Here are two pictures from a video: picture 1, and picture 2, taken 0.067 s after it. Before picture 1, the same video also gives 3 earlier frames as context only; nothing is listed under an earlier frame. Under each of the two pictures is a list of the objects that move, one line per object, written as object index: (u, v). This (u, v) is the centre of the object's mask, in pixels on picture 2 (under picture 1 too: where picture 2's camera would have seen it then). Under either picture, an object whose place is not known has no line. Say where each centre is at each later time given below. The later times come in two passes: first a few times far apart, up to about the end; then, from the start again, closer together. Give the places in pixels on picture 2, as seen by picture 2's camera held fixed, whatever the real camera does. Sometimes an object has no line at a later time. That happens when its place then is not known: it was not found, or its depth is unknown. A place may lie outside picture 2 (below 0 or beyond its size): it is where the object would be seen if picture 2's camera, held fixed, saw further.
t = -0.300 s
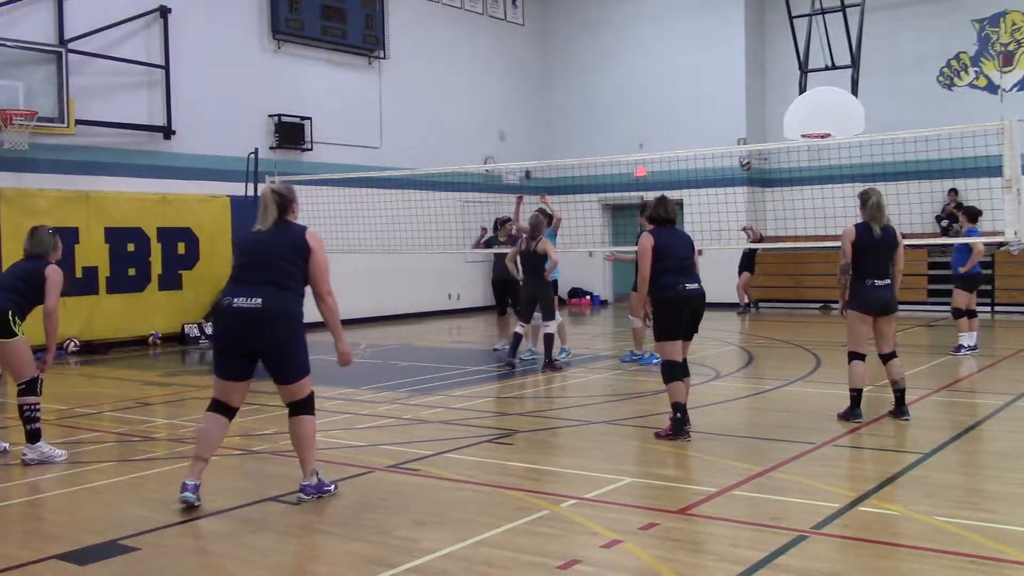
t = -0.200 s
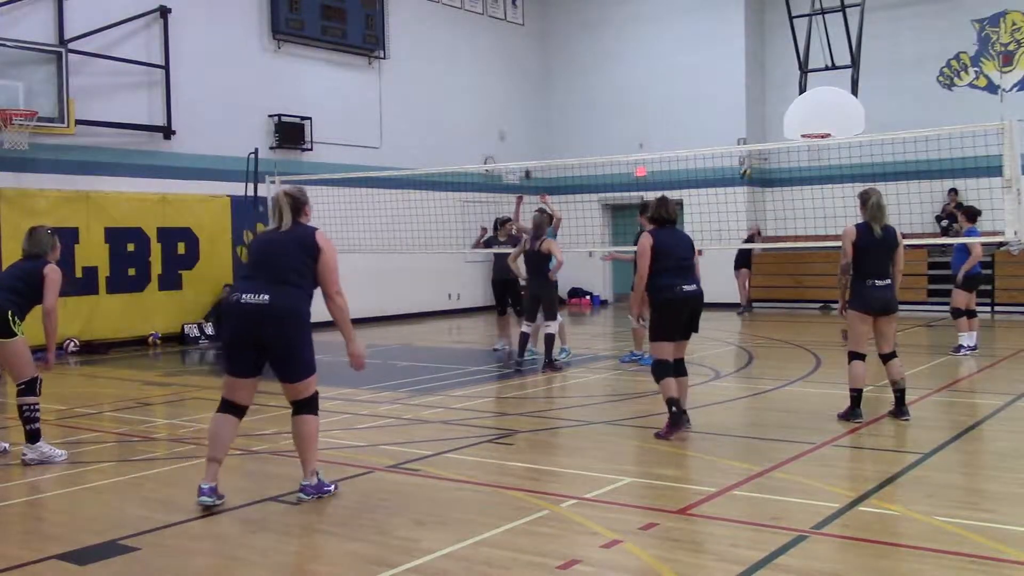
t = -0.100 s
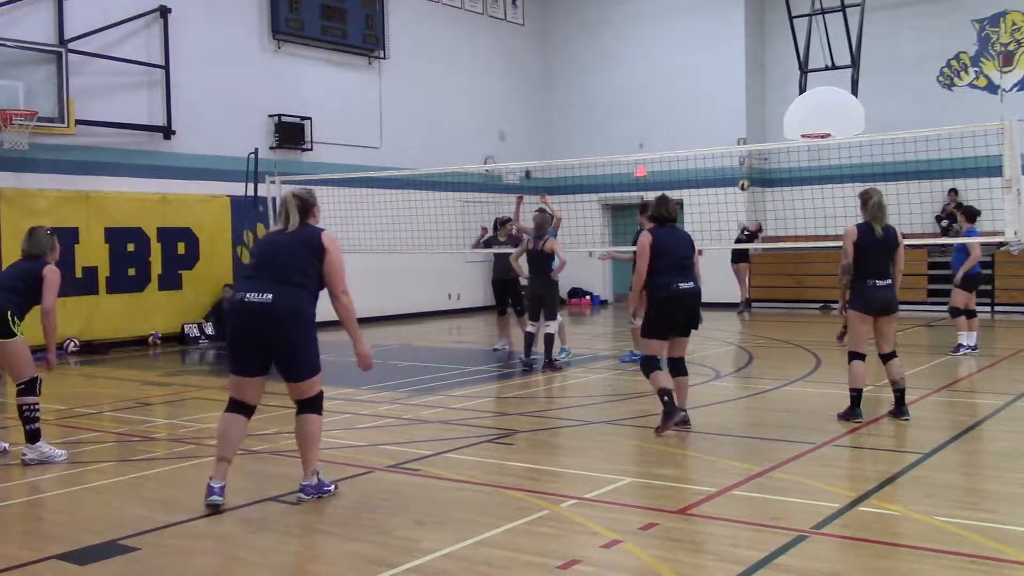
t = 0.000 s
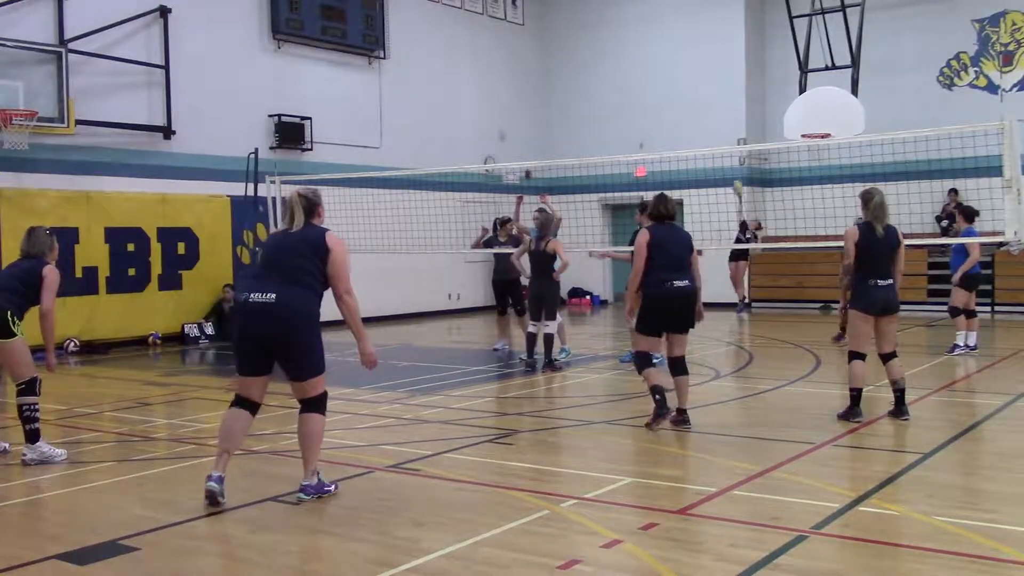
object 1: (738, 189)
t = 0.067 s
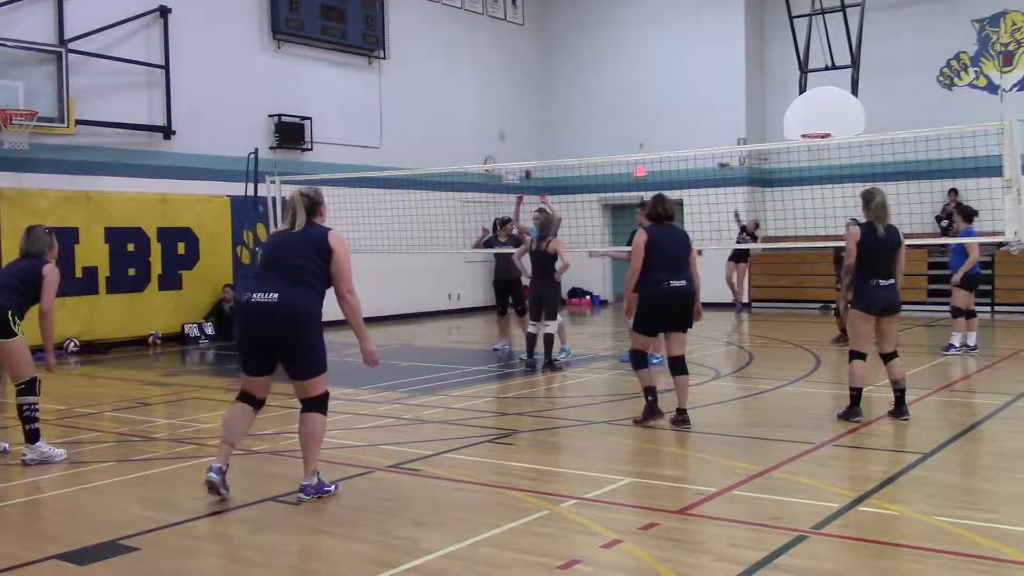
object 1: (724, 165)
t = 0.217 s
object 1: (692, 117)
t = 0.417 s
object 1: (639, 64)
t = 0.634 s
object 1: (561, 32)
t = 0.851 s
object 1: (459, 39)
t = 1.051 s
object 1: (330, 104)
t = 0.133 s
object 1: (710, 142)
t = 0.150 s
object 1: (706, 137)
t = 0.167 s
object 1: (703, 131)
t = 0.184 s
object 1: (699, 126)
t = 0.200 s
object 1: (696, 122)
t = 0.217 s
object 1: (692, 117)
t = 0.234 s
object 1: (687, 113)
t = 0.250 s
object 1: (683, 108)
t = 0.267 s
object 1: (678, 102)
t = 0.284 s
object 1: (676, 98)
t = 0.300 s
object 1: (672, 94)
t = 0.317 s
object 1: (667, 91)
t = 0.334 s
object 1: (663, 86)
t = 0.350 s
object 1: (658, 80)
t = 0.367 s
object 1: (653, 76)
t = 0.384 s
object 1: (649, 73)
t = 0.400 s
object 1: (644, 68)
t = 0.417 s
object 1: (639, 64)
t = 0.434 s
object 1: (634, 61)
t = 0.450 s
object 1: (629, 57)
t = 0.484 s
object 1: (619, 52)
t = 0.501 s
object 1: (613, 49)
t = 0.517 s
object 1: (607, 46)
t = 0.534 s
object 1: (601, 43)
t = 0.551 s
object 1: (595, 41)
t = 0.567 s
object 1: (589, 39)
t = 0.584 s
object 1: (582, 37)
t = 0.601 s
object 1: (575, 36)
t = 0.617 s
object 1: (569, 34)
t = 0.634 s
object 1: (561, 32)
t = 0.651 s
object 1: (554, 31)
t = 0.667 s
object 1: (547, 30)
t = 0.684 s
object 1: (540, 29)
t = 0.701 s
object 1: (533, 29)
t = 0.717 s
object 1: (526, 29)
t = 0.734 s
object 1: (519, 29)
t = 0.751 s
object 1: (511, 31)
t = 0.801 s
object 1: (485, 33)
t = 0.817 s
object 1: (476, 36)
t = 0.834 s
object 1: (469, 37)
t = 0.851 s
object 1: (459, 39)
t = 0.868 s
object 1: (450, 43)
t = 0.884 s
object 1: (440, 46)
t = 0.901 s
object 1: (430, 48)
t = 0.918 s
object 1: (421, 53)
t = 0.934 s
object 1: (411, 57)
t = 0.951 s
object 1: (401, 63)
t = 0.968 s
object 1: (389, 67)
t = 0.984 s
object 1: (379, 72)
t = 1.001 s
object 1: (367, 79)
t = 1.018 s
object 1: (355, 87)
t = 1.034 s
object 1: (343, 95)
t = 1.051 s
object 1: (330, 104)
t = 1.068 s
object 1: (318, 112)
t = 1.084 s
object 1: (305, 121)
